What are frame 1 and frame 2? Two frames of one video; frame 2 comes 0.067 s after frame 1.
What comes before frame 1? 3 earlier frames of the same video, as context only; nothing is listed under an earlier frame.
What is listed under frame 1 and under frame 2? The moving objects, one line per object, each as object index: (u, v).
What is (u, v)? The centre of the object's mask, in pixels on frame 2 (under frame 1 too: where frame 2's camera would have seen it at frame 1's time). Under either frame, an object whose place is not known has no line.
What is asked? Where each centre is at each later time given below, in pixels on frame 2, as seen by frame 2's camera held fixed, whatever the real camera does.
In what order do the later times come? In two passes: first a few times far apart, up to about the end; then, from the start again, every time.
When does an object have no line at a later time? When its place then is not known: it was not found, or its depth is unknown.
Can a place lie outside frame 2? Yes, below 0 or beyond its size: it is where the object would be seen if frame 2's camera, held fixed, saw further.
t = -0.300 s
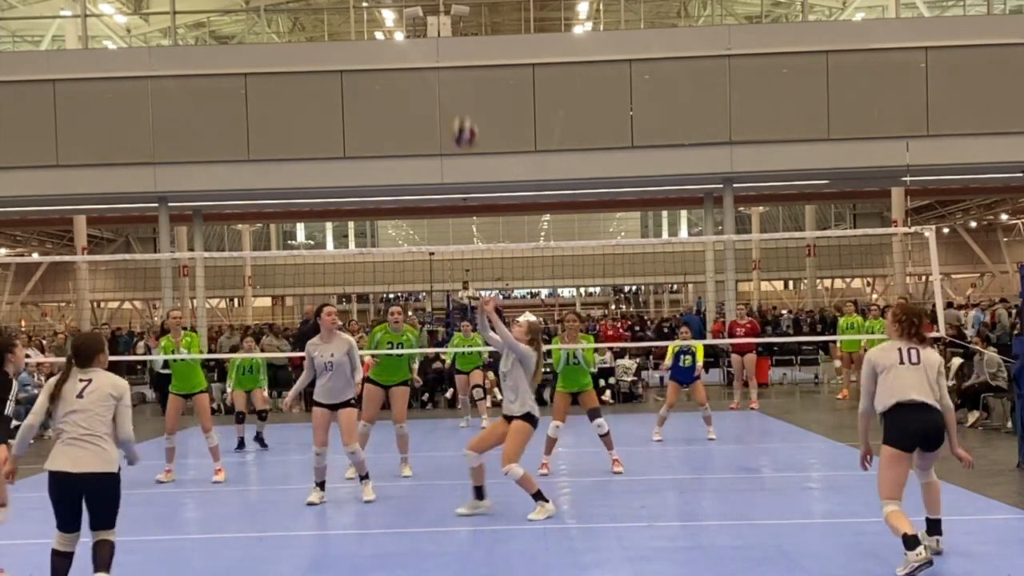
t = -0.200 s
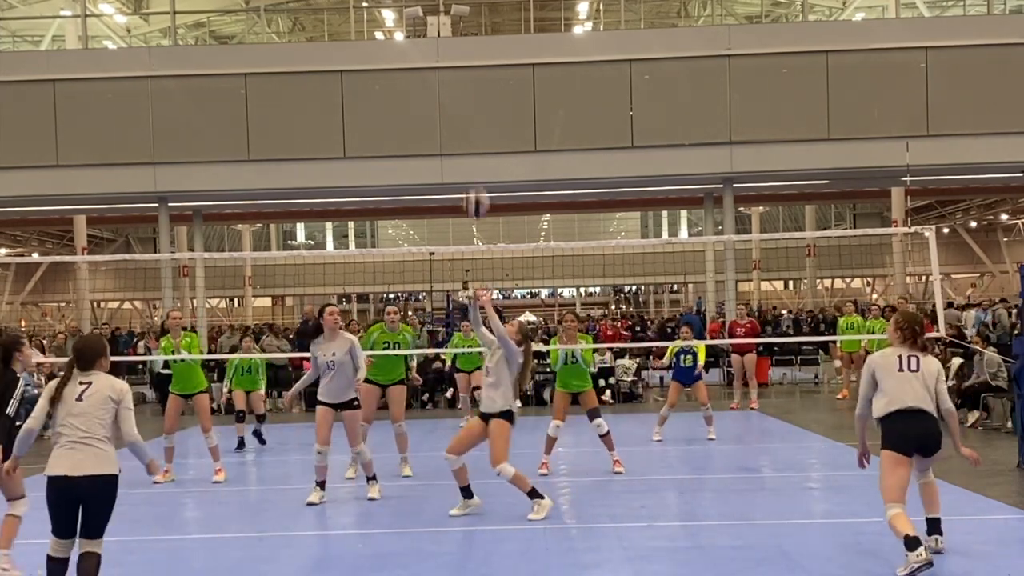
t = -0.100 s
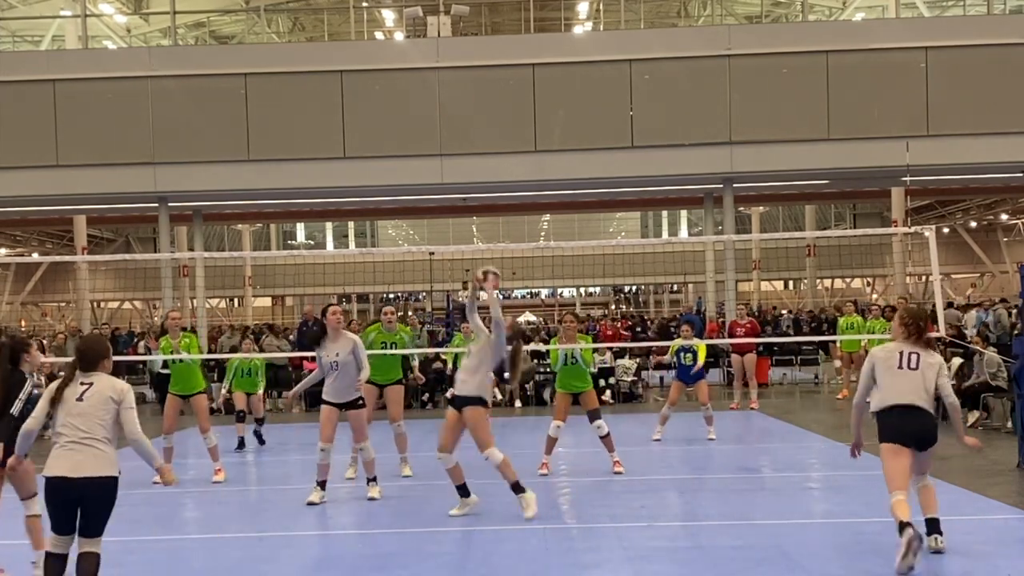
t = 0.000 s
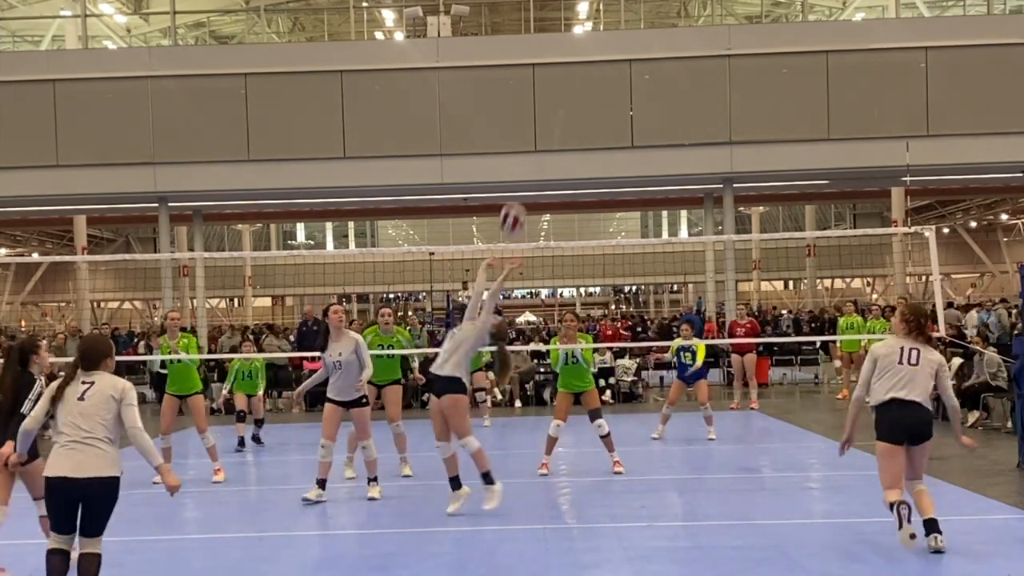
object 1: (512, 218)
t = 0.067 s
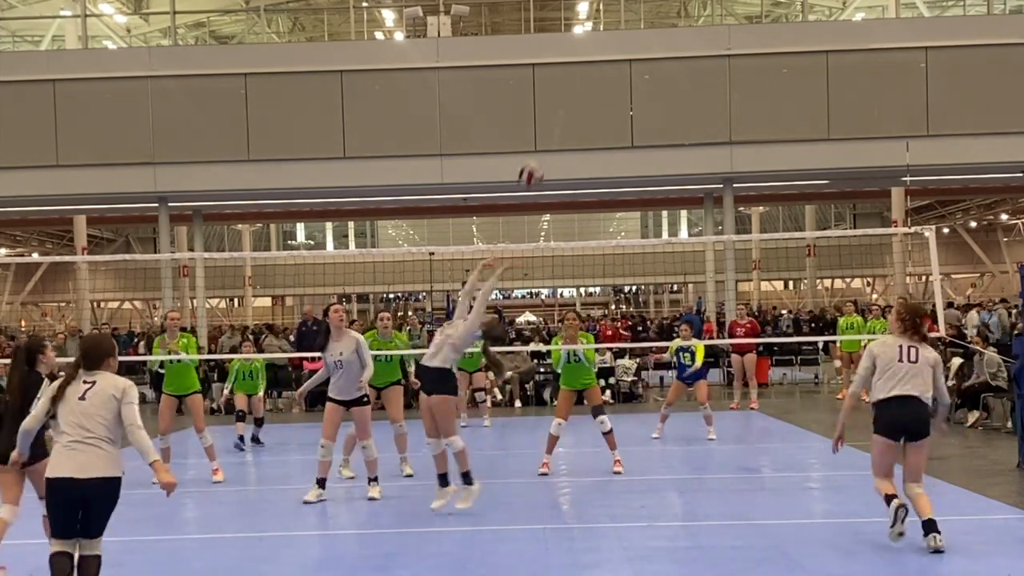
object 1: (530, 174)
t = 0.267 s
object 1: (583, 83)
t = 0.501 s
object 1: (640, 44)
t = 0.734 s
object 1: (694, 69)
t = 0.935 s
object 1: (738, 138)
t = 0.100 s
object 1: (539, 156)
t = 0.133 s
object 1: (549, 137)
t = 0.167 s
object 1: (557, 120)
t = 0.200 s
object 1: (565, 107)
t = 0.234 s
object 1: (573, 94)
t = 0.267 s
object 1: (583, 83)
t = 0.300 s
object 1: (591, 74)
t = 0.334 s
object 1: (599, 65)
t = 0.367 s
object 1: (607, 58)
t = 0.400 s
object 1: (616, 52)
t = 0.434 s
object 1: (624, 48)
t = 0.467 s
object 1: (632, 45)
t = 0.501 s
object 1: (640, 44)
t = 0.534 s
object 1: (648, 44)
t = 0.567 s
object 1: (656, 44)
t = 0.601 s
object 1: (664, 46)
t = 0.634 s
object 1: (671, 50)
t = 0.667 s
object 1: (679, 55)
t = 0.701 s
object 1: (687, 62)
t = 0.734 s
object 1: (694, 69)
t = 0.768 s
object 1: (701, 78)
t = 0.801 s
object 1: (709, 87)
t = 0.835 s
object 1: (716, 98)
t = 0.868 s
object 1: (723, 110)
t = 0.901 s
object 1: (731, 123)
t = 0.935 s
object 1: (738, 138)
